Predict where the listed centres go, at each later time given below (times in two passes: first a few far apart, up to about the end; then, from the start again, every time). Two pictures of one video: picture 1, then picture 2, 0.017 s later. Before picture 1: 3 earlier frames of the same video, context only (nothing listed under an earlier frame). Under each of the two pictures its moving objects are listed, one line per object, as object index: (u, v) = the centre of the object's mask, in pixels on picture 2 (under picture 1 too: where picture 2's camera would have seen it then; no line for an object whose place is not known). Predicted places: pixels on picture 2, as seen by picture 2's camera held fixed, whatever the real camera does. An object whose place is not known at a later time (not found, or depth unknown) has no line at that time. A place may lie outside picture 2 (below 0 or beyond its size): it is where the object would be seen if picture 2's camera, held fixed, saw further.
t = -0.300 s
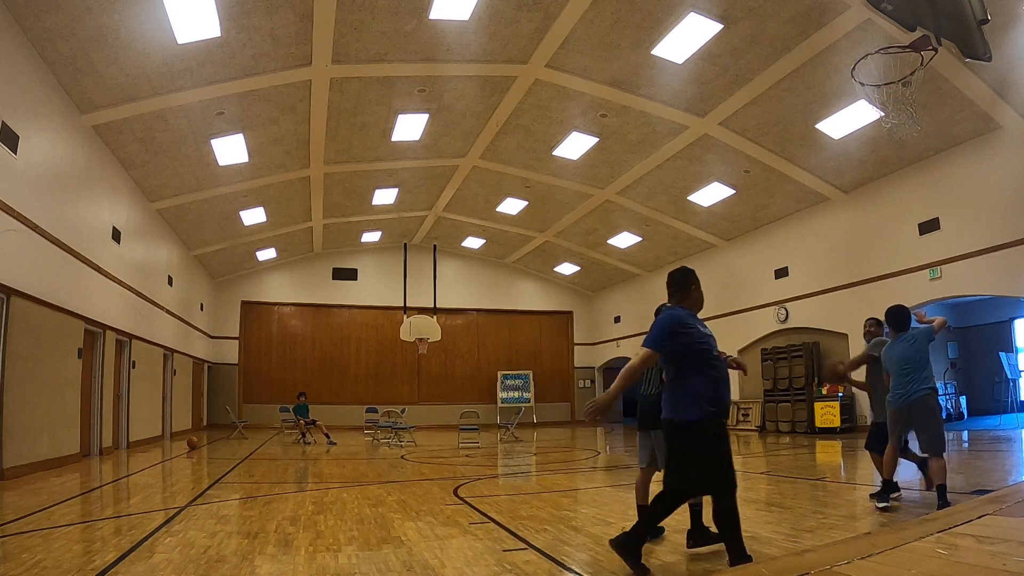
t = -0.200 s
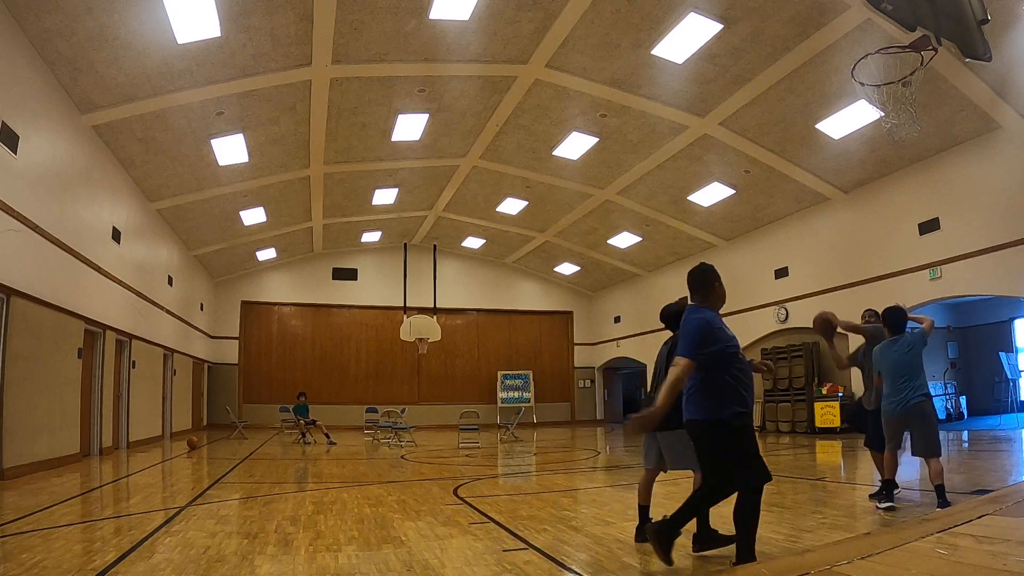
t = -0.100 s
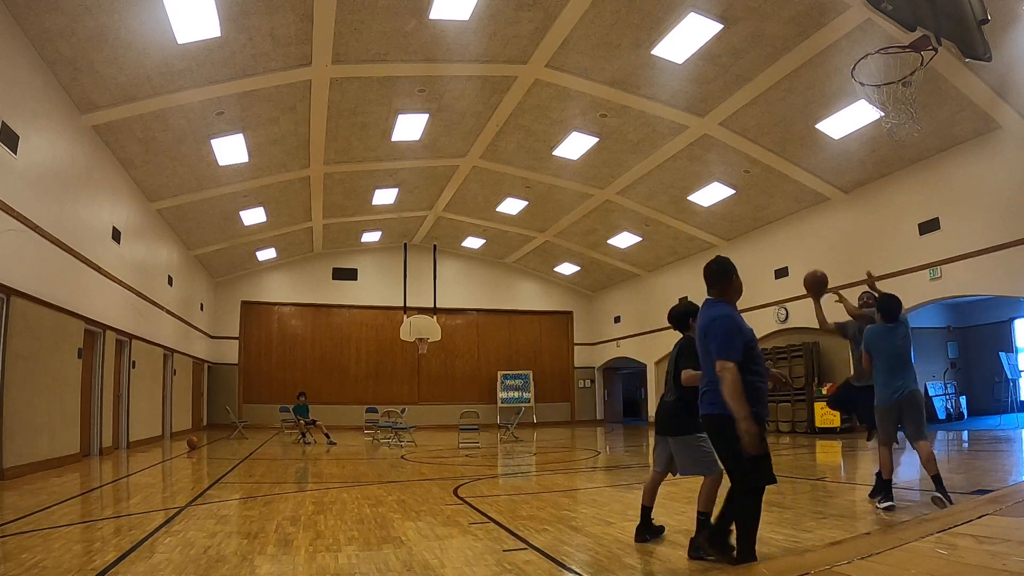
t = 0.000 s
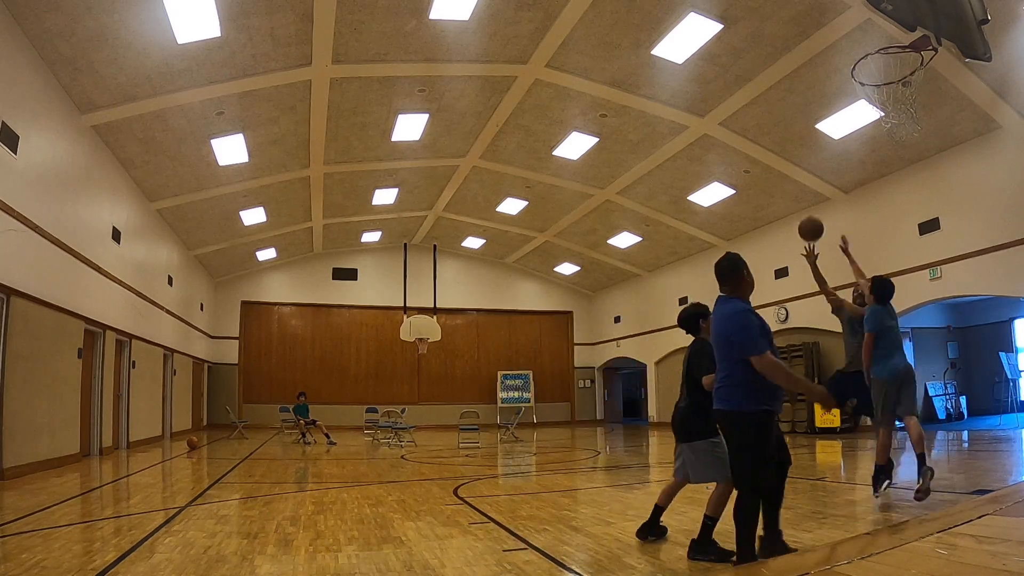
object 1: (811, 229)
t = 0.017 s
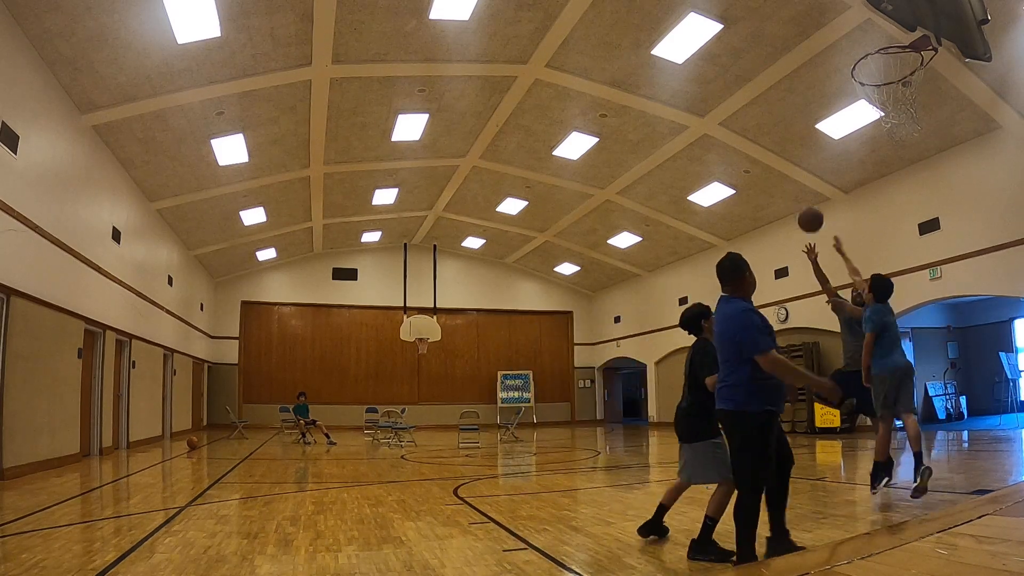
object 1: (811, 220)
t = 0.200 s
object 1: (808, 130)
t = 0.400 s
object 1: (811, 57)
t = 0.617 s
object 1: (824, 15)
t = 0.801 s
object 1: (839, 28)
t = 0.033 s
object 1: (810, 211)
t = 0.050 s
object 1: (810, 202)
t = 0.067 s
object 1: (810, 193)
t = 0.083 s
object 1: (810, 184)
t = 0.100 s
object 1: (810, 176)
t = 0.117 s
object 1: (809, 168)
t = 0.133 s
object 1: (809, 159)
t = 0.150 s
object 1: (809, 152)
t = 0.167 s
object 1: (809, 145)
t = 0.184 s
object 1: (809, 137)
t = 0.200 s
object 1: (808, 130)
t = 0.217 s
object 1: (808, 122)
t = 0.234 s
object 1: (808, 115)
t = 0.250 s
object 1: (808, 109)
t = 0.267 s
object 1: (808, 102)
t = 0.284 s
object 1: (809, 96)
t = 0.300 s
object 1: (809, 89)
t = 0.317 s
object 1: (809, 83)
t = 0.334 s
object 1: (809, 77)
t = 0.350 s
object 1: (810, 72)
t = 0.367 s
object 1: (810, 67)
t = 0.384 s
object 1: (810, 62)
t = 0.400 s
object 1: (811, 57)
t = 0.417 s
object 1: (811, 52)
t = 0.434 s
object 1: (812, 48)
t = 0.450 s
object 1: (812, 43)
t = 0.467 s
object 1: (813, 39)
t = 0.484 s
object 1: (814, 35)
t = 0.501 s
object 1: (815, 32)
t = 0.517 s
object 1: (815, 28)
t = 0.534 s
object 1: (817, 25)
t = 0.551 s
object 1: (818, 22)
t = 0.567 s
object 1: (819, 20)
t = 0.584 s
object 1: (820, 18)
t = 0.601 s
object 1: (822, 16)
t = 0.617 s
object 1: (824, 15)
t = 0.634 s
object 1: (826, 15)
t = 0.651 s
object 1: (828, 14)
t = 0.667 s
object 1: (830, 14)
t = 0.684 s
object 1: (832, 14)
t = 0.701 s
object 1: (835, 14)
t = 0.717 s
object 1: (837, 14)
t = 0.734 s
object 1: (840, 15)
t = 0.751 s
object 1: (843, 16)
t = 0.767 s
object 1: (841, 19)
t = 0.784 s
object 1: (840, 23)
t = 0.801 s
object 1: (839, 28)
